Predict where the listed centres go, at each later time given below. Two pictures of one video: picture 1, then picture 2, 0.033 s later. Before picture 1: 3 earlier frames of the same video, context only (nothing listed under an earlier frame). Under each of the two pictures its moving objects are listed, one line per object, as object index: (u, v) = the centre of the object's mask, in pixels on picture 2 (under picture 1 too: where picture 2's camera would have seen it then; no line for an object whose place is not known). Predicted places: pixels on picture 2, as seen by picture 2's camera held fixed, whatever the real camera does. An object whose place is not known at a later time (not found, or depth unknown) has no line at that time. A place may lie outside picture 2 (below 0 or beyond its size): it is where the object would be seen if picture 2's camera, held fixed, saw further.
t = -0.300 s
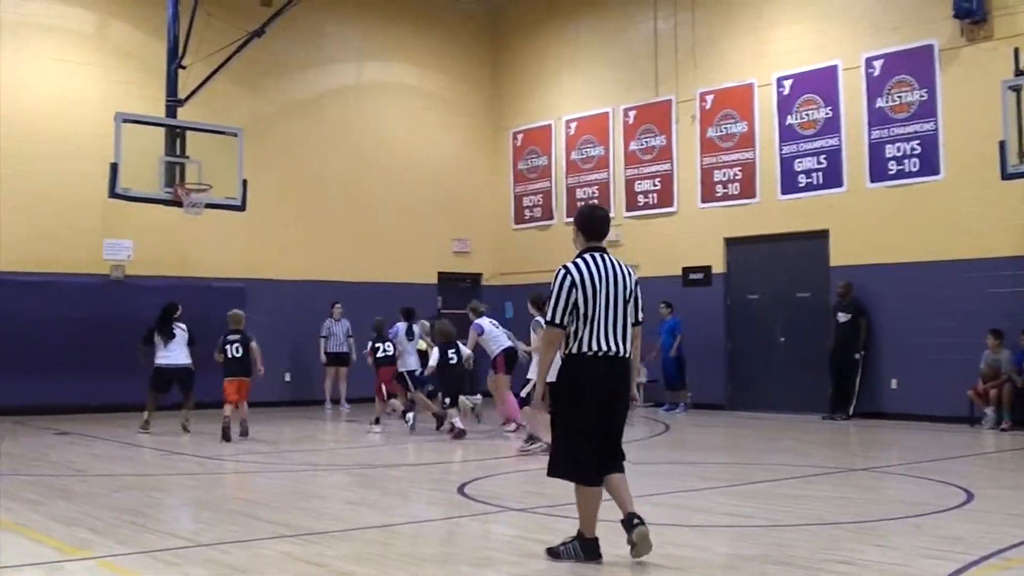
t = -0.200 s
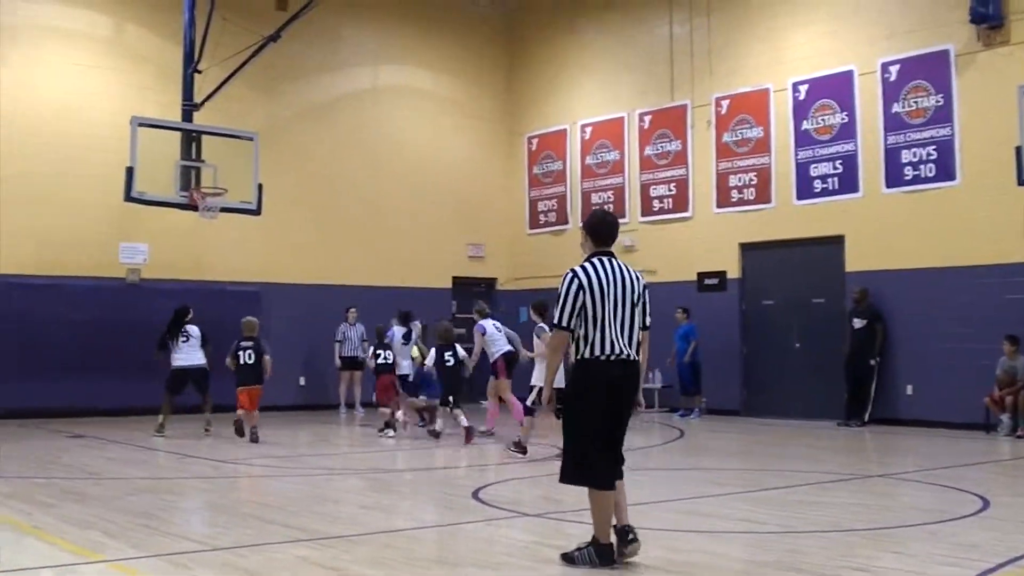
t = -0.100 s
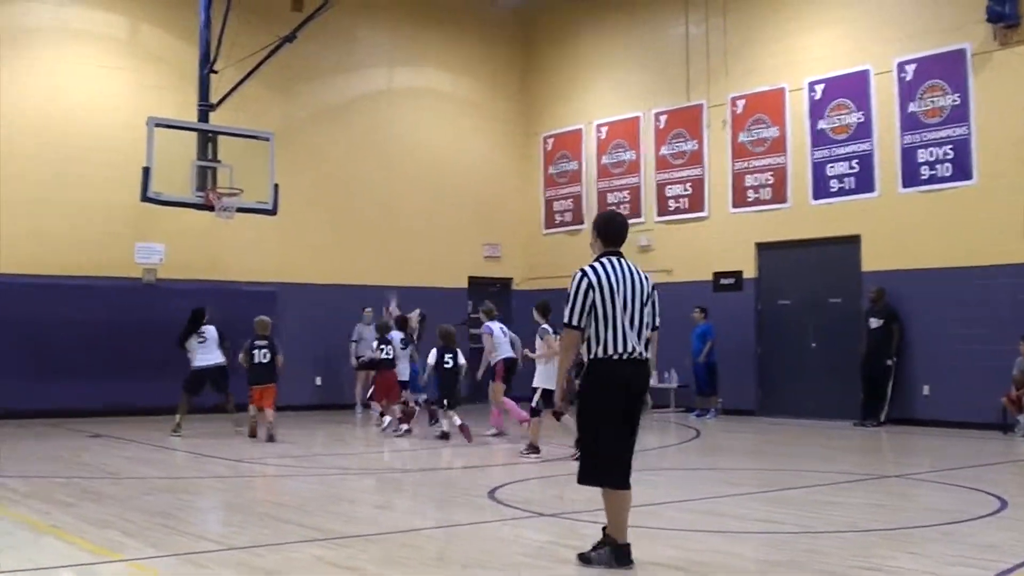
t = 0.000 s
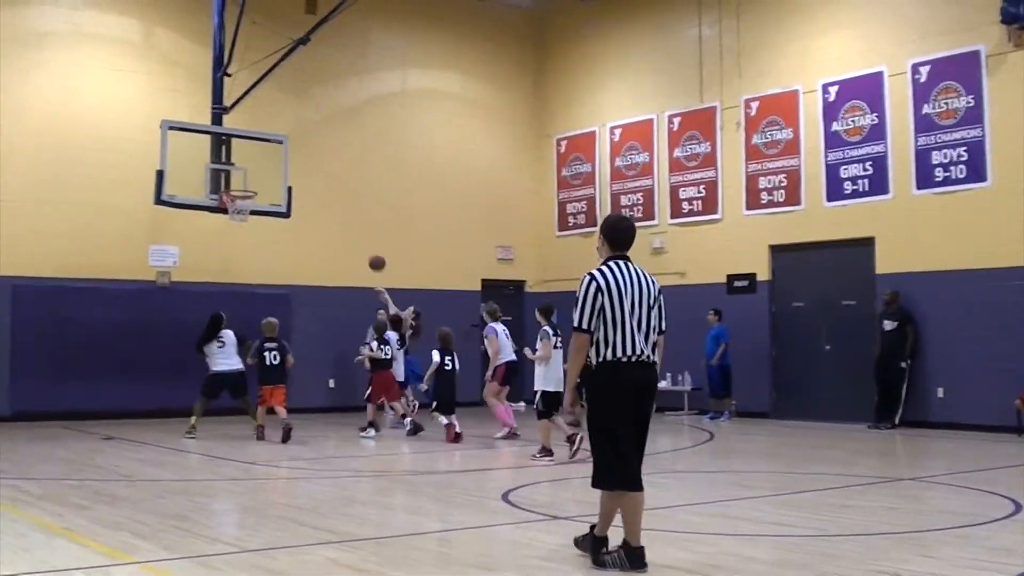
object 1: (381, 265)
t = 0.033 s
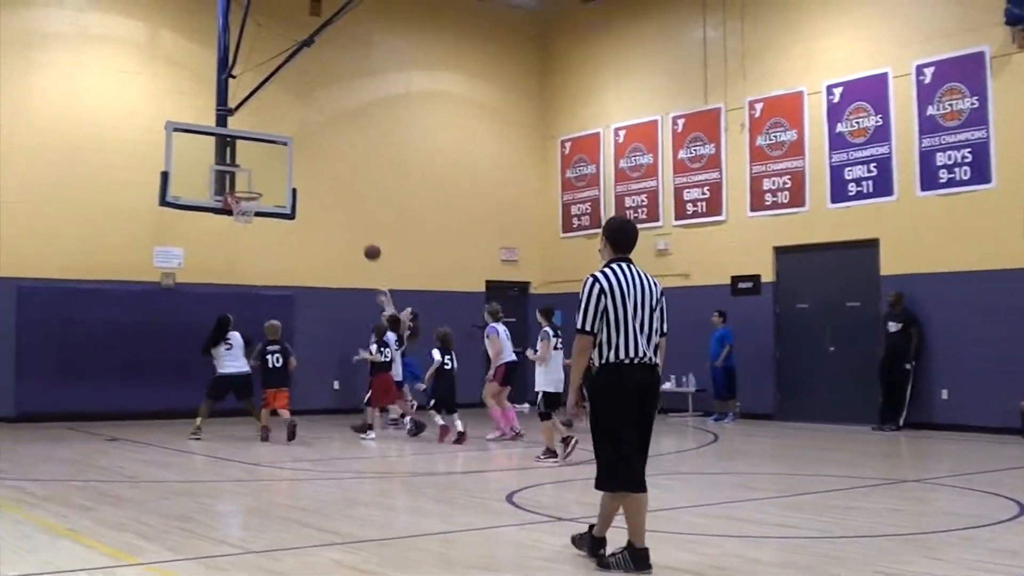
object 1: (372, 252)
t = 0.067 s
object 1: (363, 241)
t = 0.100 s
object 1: (354, 231)
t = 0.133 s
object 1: (345, 221)
